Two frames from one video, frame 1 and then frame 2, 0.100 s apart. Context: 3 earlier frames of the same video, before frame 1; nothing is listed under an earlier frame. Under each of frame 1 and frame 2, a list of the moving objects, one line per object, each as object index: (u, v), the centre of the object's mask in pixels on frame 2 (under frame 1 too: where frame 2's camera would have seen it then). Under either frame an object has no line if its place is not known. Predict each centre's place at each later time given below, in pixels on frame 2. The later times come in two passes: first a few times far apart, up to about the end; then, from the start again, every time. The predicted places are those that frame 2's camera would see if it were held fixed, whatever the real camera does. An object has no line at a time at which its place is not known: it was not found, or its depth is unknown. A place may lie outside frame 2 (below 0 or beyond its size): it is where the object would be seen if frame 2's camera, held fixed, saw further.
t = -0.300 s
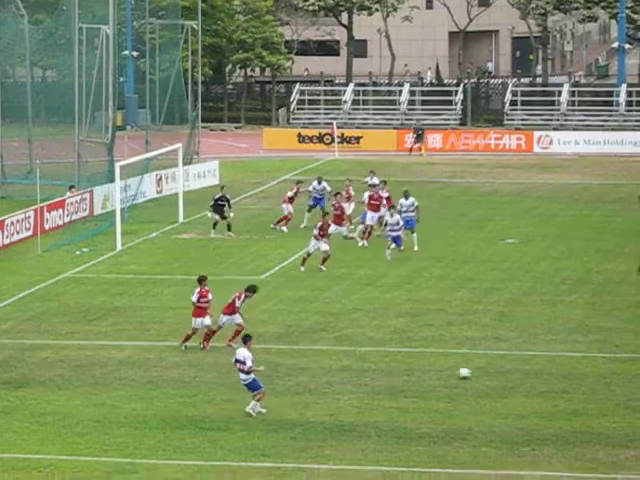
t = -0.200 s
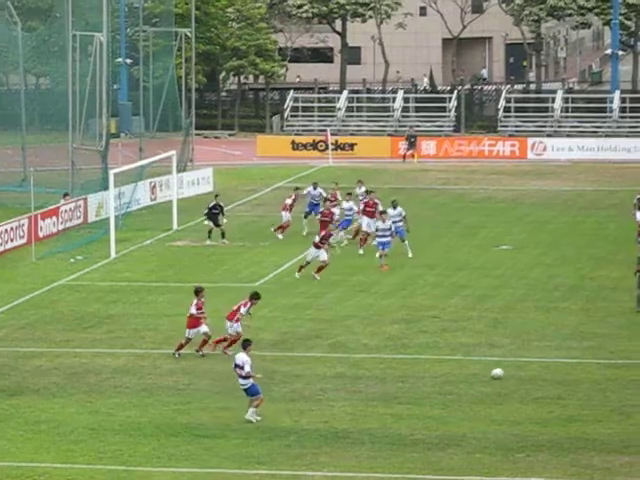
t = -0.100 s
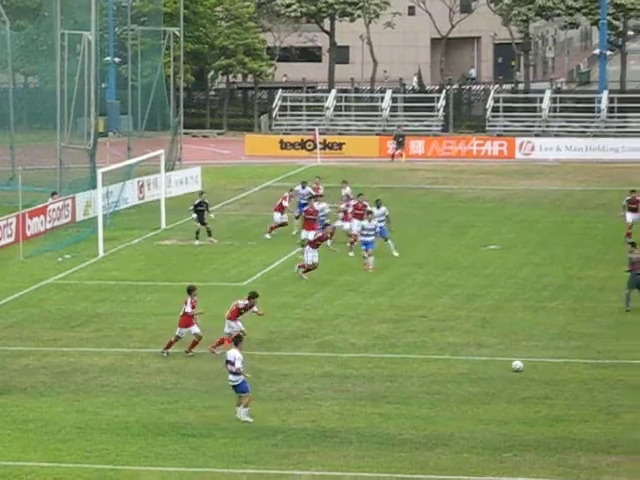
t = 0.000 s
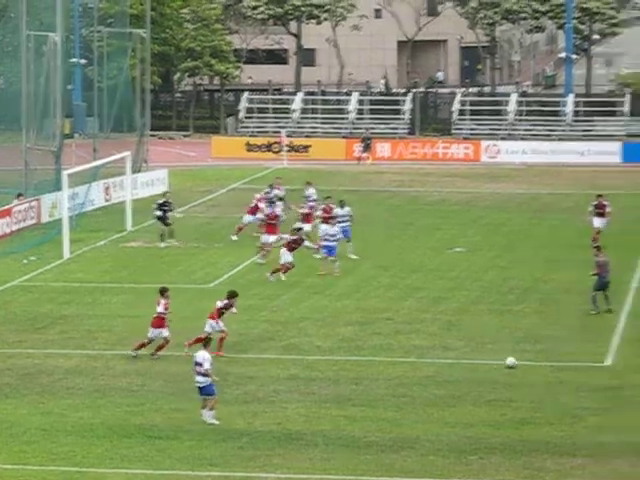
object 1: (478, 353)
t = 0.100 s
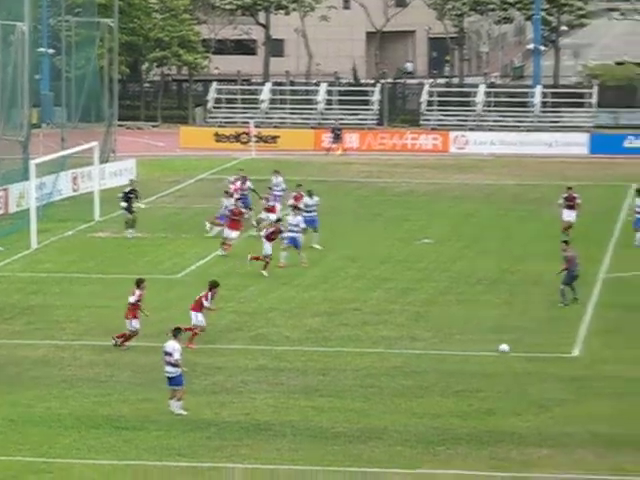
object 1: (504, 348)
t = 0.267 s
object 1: (541, 342)
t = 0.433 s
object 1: (576, 334)
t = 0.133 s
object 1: (512, 347)
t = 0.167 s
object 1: (519, 346)
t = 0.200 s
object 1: (526, 344)
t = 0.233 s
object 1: (533, 343)
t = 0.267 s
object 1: (541, 342)
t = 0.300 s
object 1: (548, 340)
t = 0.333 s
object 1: (555, 338)
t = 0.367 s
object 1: (562, 337)
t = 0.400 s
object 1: (569, 336)
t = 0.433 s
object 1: (576, 334)
